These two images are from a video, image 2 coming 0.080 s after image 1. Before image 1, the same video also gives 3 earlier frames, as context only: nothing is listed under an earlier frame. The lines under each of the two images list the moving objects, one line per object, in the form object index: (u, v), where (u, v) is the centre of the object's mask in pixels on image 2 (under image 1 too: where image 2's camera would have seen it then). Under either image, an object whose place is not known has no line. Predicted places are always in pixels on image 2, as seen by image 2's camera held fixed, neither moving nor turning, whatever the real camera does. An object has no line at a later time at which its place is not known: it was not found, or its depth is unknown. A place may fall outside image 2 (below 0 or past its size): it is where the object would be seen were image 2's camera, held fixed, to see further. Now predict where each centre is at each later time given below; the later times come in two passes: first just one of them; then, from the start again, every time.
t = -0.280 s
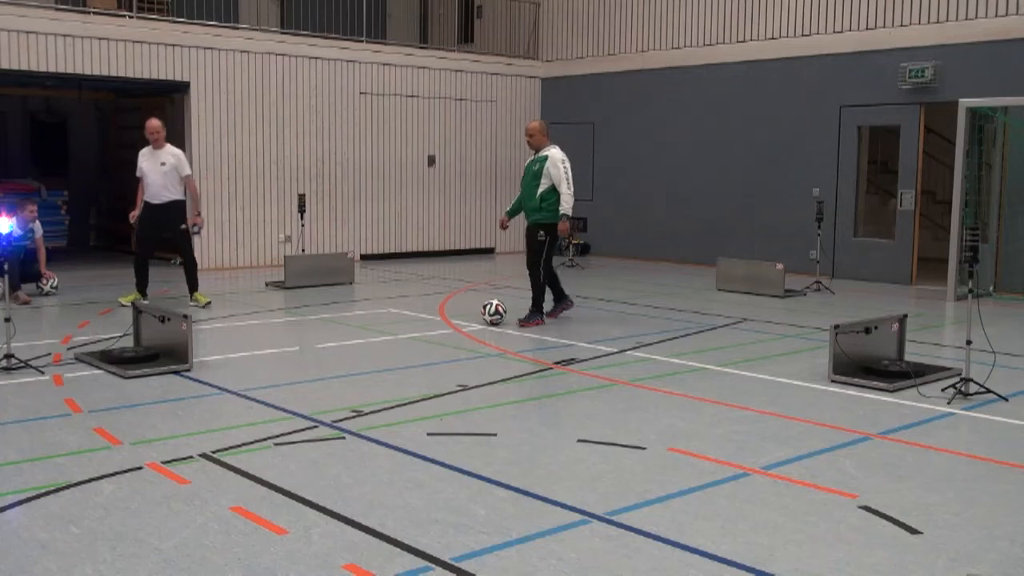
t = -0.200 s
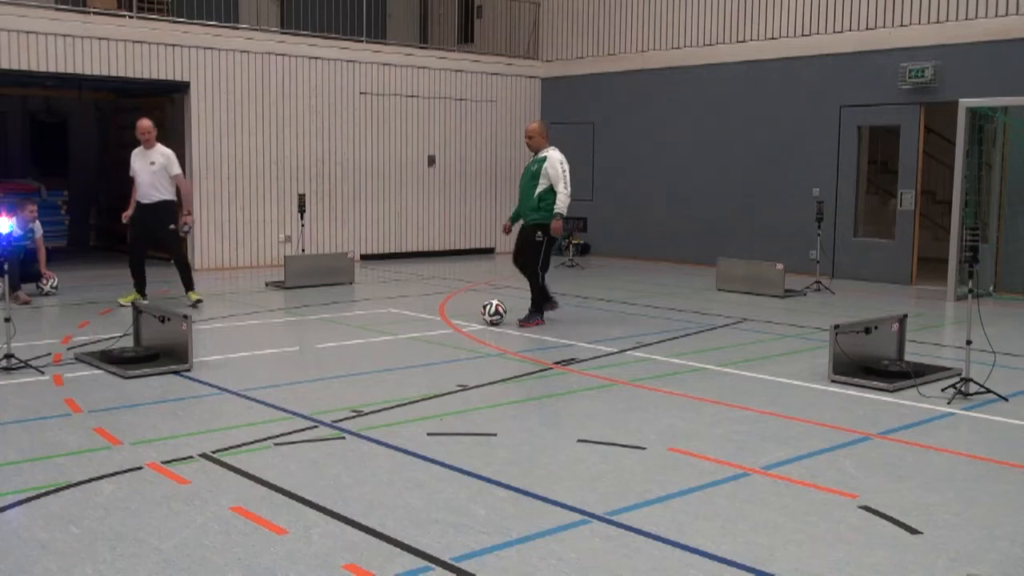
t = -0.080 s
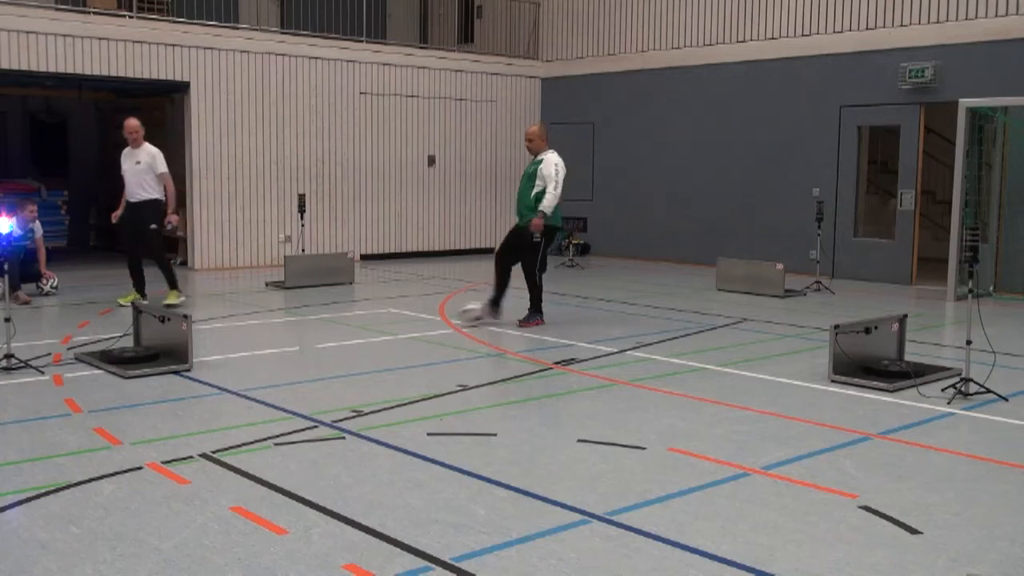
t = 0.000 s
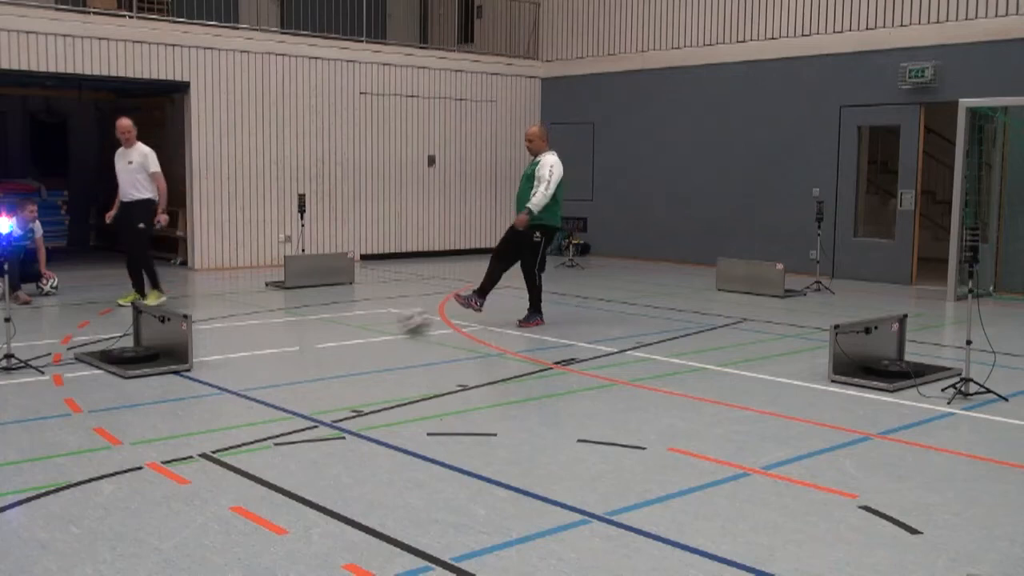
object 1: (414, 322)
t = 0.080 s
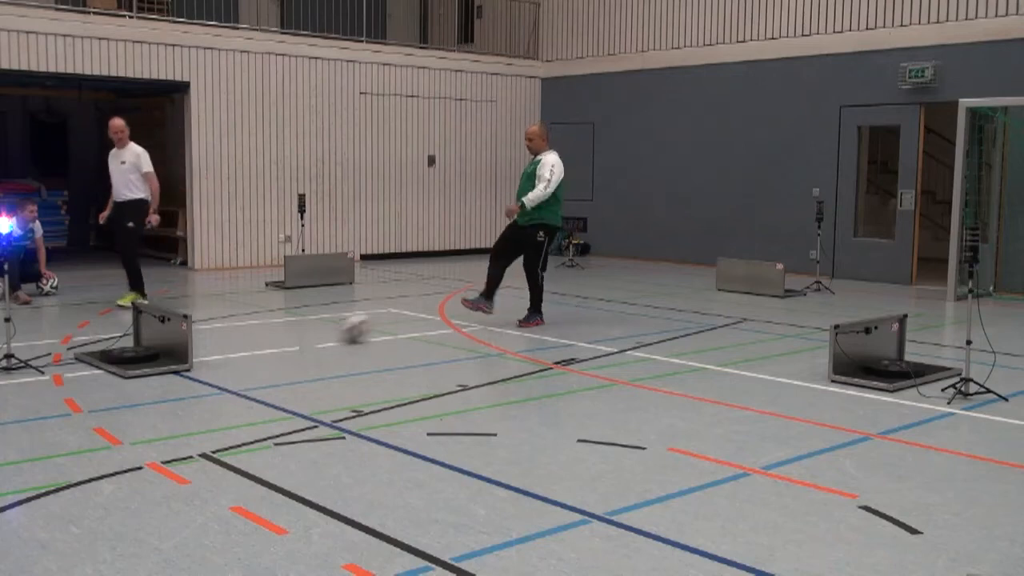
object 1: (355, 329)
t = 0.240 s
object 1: (222, 345)
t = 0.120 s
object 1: (322, 333)
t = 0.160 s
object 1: (288, 336)
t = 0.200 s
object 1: (258, 341)
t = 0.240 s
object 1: (222, 345)
